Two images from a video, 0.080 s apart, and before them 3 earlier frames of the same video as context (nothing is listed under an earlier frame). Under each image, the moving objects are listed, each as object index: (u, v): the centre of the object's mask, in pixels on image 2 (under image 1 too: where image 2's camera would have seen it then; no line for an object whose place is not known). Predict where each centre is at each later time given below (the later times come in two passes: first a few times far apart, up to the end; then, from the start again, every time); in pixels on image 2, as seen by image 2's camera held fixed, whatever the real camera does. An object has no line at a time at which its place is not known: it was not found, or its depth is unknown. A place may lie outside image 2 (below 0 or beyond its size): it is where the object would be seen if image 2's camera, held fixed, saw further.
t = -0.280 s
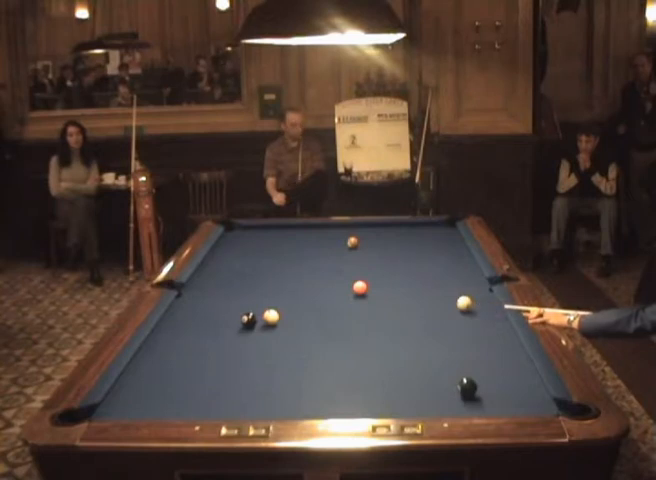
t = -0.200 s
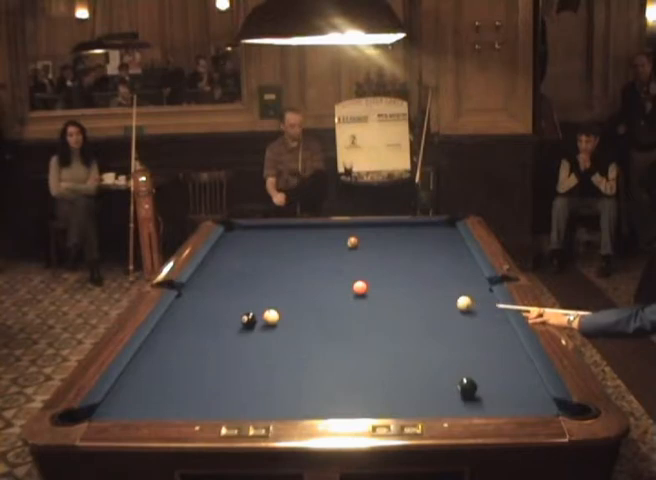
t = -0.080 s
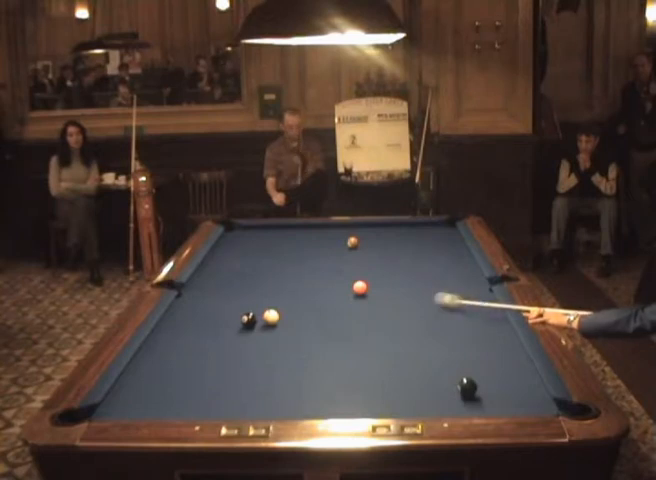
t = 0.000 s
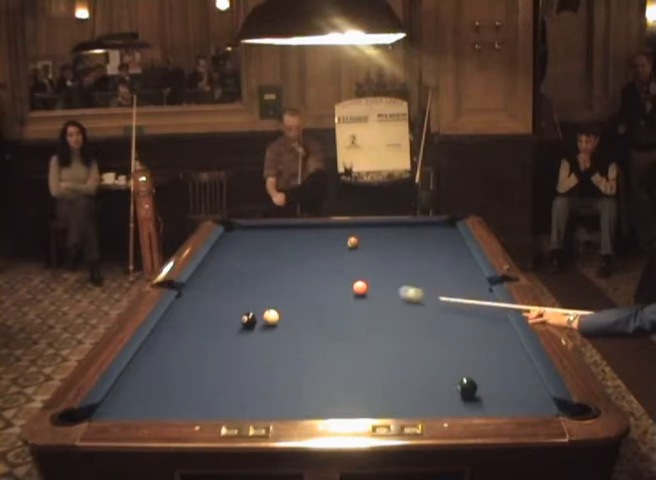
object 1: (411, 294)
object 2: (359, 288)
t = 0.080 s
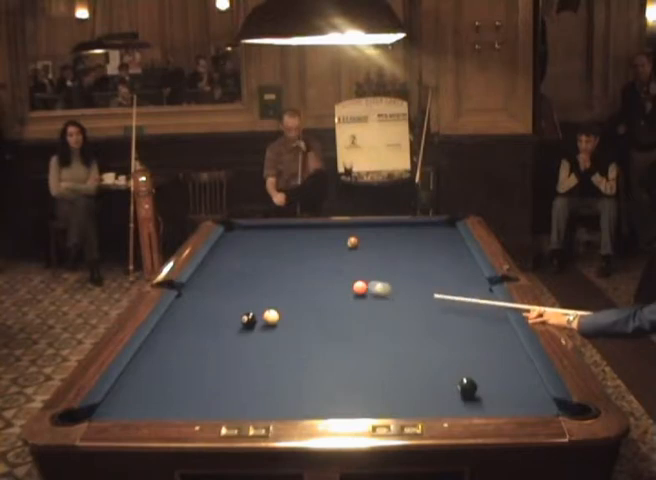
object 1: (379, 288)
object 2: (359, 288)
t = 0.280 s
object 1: (362, 276)
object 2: (302, 289)
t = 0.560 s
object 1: (336, 260)
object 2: (231, 289)
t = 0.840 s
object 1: (314, 247)
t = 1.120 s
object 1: (295, 235)
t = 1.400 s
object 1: (278, 226)
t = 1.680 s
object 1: (254, 230)
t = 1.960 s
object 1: (228, 235)
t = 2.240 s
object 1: (231, 240)
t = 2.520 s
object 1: (240, 245)
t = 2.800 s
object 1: (248, 250)
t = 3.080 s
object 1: (257, 254)
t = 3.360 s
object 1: (265, 259)
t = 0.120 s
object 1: (373, 285)
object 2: (351, 289)
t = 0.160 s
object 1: (372, 283)
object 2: (337, 289)
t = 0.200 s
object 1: (369, 281)
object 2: (325, 289)
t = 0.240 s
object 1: (366, 278)
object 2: (312, 289)
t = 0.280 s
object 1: (362, 276)
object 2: (302, 289)
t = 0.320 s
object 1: (358, 273)
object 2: (291, 289)
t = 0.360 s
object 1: (354, 271)
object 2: (281, 289)
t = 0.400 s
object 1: (351, 269)
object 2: (271, 289)
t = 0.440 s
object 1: (347, 267)
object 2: (261, 288)
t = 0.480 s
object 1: (343, 265)
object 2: (251, 288)
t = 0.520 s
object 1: (339, 262)
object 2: (241, 289)
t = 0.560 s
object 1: (336, 260)
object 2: (231, 289)
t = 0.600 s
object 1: (332, 258)
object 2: (222, 289)
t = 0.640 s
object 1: (329, 256)
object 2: (212, 289)
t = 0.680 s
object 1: (326, 254)
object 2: (203, 289)
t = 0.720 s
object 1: (323, 253)
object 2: (193, 289)
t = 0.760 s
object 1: (320, 250)
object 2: (184, 289)
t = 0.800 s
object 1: (317, 249)
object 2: (176, 289)
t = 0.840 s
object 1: (314, 247)
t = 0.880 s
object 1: (311, 245)
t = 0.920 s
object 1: (308, 244)
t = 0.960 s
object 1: (305, 241)
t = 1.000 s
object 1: (302, 240)
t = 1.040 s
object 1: (300, 239)
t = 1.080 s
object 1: (297, 237)
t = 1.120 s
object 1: (295, 235)
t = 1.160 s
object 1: (292, 234)
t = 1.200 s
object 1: (290, 233)
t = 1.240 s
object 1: (287, 231)
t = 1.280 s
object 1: (285, 230)
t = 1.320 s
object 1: (282, 228)
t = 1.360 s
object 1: (280, 227)
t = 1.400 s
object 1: (278, 226)
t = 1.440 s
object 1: (275, 225)
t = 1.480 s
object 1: (272, 226)
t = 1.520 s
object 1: (268, 227)
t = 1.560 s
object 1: (264, 228)
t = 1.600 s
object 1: (261, 228)
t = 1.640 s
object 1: (257, 229)
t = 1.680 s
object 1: (254, 230)
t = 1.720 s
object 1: (250, 231)
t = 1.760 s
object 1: (246, 232)
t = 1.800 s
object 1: (243, 232)
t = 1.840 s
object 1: (239, 233)
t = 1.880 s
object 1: (236, 234)
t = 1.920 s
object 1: (232, 234)
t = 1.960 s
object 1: (228, 235)
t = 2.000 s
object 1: (225, 236)
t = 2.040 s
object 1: (225, 237)
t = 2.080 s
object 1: (226, 238)
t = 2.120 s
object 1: (227, 238)
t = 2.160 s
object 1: (228, 239)
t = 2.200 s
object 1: (230, 239)
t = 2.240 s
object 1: (231, 240)
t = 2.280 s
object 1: (232, 241)
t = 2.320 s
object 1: (233, 242)
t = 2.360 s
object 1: (234, 242)
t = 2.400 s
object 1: (236, 243)
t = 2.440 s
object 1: (237, 244)
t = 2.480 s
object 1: (238, 244)
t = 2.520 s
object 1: (240, 245)
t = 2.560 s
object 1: (241, 246)
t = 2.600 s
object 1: (242, 246)
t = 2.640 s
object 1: (243, 247)
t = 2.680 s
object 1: (244, 247)
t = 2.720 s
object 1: (246, 248)
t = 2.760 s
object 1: (247, 249)
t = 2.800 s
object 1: (248, 250)
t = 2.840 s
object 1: (249, 251)
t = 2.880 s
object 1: (251, 251)
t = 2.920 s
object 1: (252, 252)
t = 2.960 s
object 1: (253, 252)
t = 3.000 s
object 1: (254, 253)
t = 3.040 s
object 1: (255, 254)
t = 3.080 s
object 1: (257, 254)
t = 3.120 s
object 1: (258, 255)
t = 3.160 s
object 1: (259, 255)
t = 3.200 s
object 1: (260, 256)
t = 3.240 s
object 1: (261, 257)
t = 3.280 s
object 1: (263, 257)
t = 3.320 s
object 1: (264, 258)
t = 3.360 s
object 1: (265, 259)
